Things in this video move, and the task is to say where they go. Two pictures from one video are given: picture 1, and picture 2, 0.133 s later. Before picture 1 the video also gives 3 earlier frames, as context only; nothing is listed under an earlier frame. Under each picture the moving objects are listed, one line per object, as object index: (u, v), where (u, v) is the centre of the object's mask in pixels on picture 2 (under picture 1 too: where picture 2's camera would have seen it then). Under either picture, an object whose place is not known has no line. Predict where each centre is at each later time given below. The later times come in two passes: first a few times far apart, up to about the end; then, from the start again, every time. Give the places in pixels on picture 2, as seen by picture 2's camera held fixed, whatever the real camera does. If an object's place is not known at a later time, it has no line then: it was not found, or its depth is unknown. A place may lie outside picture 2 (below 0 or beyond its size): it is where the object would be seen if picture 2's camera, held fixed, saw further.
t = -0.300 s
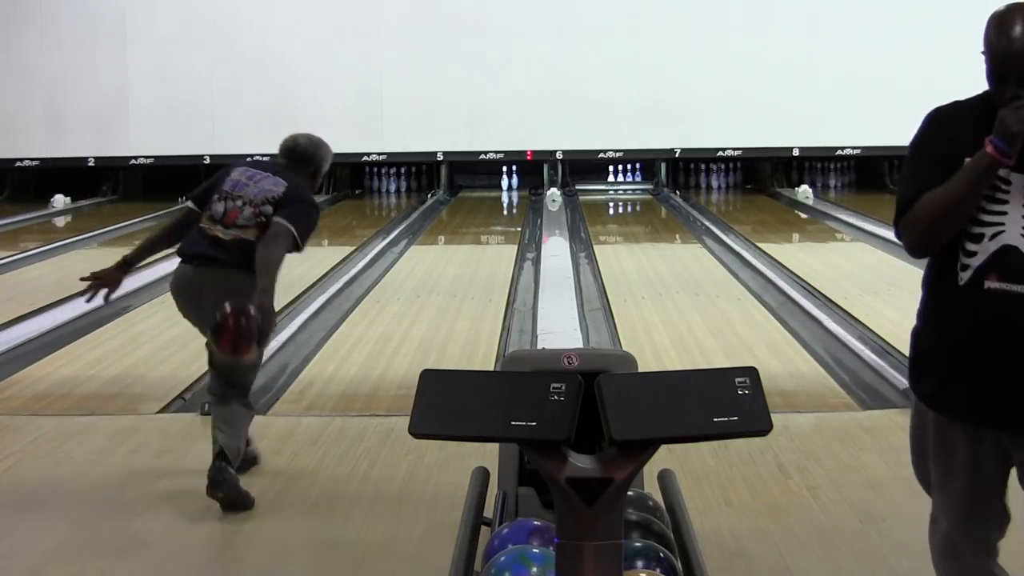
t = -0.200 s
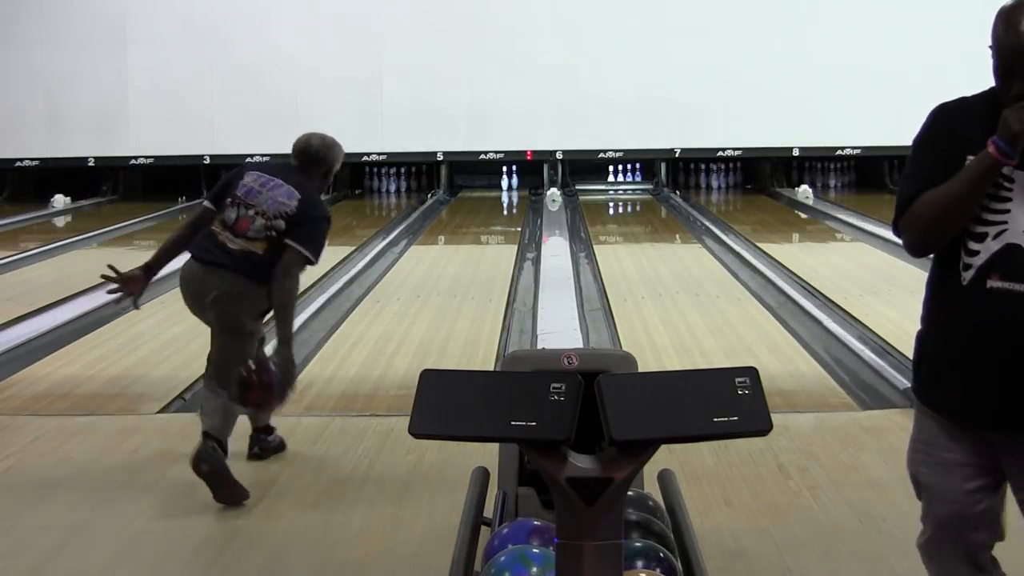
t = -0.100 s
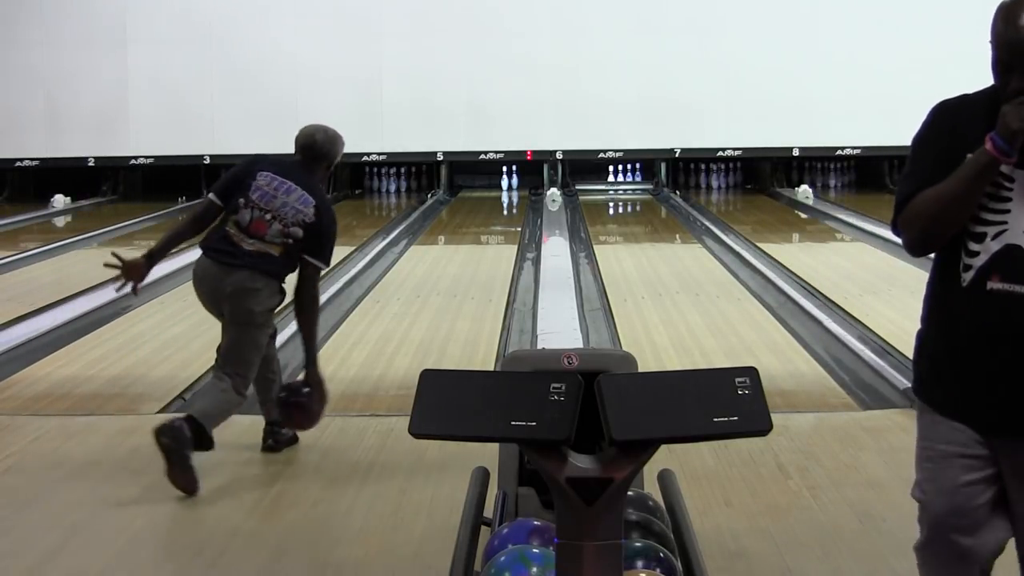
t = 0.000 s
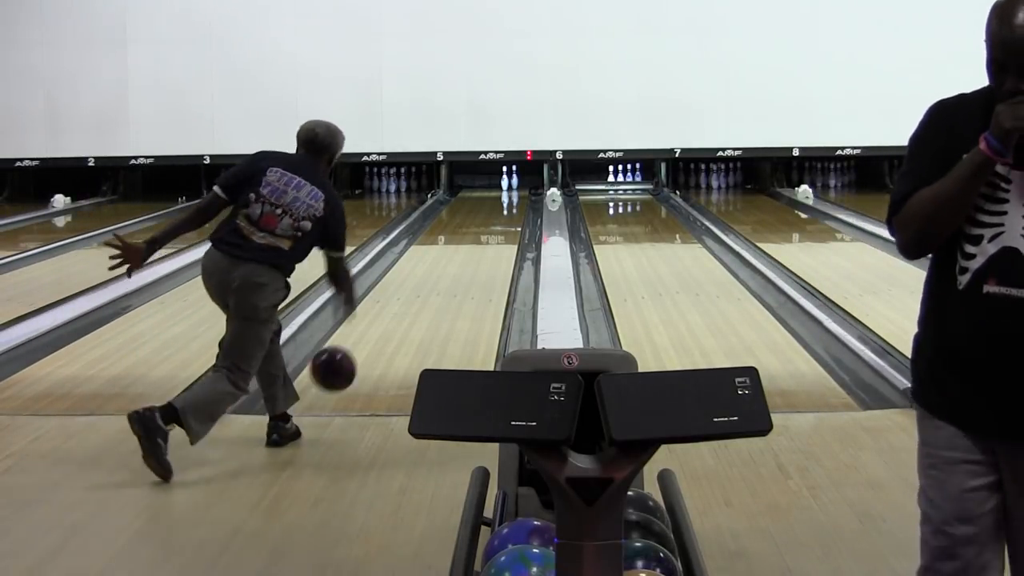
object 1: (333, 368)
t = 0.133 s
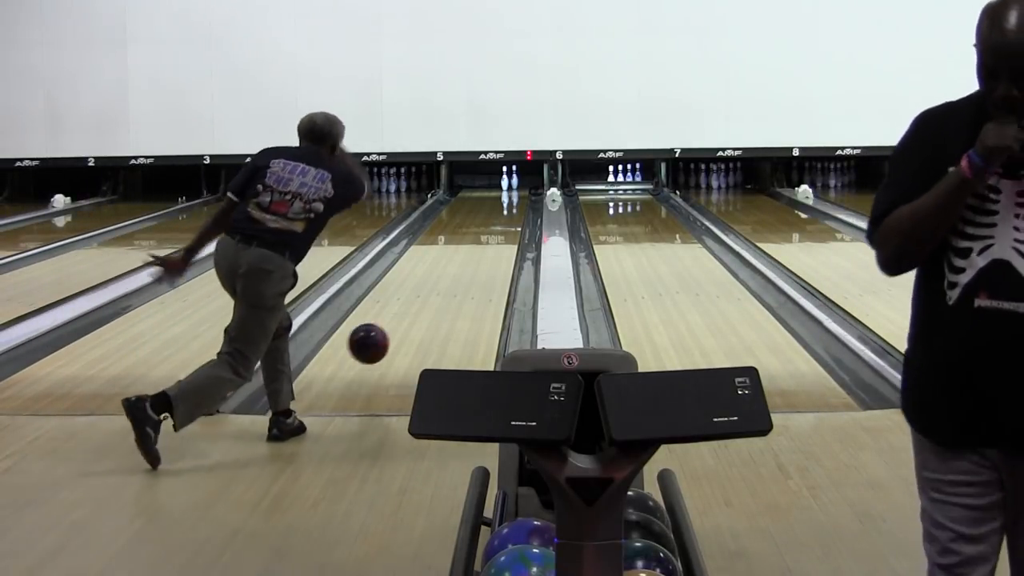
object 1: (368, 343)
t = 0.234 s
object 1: (390, 342)
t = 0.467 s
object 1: (428, 301)
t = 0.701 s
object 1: (455, 273)
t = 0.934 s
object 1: (475, 252)
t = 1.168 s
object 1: (490, 234)
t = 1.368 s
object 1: (500, 223)
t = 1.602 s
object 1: (508, 212)
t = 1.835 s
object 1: (515, 203)
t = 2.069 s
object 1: (519, 196)
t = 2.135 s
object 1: (519, 194)
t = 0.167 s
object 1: (376, 343)
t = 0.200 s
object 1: (383, 344)
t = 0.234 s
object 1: (390, 342)
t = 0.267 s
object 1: (396, 334)
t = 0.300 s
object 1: (402, 328)
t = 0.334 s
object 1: (408, 322)
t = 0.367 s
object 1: (413, 317)
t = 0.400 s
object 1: (418, 311)
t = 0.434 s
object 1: (423, 306)
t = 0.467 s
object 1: (428, 301)
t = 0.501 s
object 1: (432, 296)
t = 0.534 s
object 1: (436, 292)
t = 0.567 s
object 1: (440, 288)
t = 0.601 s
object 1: (444, 284)
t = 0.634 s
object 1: (448, 280)
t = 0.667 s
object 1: (452, 276)
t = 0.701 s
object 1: (455, 273)
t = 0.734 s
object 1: (458, 270)
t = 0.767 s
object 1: (461, 266)
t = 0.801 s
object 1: (464, 263)
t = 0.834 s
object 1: (467, 260)
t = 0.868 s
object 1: (470, 257)
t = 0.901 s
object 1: (473, 254)
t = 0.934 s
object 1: (475, 252)
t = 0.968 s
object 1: (477, 249)
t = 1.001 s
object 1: (480, 247)
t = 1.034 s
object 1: (482, 244)
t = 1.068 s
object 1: (484, 241)
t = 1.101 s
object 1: (486, 239)
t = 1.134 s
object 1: (488, 237)
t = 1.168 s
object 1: (490, 234)
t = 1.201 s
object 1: (492, 232)
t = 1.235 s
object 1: (493, 231)
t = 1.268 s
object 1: (495, 229)
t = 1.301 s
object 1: (497, 227)
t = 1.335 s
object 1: (498, 225)
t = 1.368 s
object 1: (500, 223)
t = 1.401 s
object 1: (502, 222)
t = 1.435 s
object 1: (502, 220)
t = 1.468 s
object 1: (503, 218)
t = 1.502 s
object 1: (505, 216)
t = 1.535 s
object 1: (506, 215)
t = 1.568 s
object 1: (507, 213)
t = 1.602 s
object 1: (508, 212)
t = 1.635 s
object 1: (509, 211)
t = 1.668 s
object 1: (511, 209)
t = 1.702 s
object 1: (511, 208)
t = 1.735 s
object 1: (512, 206)
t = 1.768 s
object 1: (513, 206)
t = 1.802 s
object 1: (514, 204)
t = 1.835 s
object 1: (515, 203)
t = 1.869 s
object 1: (515, 202)
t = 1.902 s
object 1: (516, 200)
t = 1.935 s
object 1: (517, 200)
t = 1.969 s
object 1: (517, 198)
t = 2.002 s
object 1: (517, 198)
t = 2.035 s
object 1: (518, 197)
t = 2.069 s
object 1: (519, 196)
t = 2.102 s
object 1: (519, 195)
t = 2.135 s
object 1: (519, 194)
